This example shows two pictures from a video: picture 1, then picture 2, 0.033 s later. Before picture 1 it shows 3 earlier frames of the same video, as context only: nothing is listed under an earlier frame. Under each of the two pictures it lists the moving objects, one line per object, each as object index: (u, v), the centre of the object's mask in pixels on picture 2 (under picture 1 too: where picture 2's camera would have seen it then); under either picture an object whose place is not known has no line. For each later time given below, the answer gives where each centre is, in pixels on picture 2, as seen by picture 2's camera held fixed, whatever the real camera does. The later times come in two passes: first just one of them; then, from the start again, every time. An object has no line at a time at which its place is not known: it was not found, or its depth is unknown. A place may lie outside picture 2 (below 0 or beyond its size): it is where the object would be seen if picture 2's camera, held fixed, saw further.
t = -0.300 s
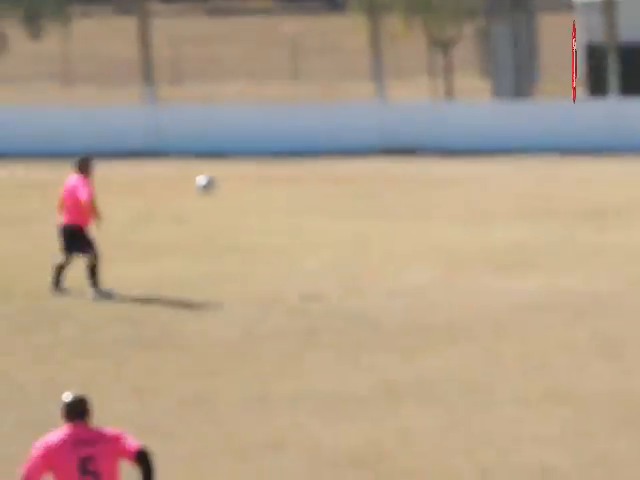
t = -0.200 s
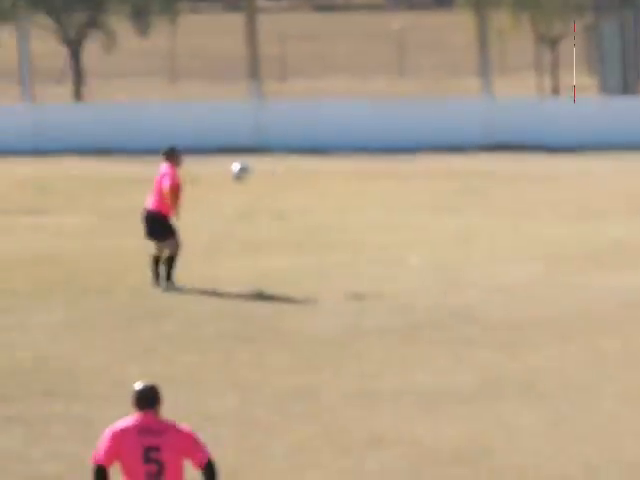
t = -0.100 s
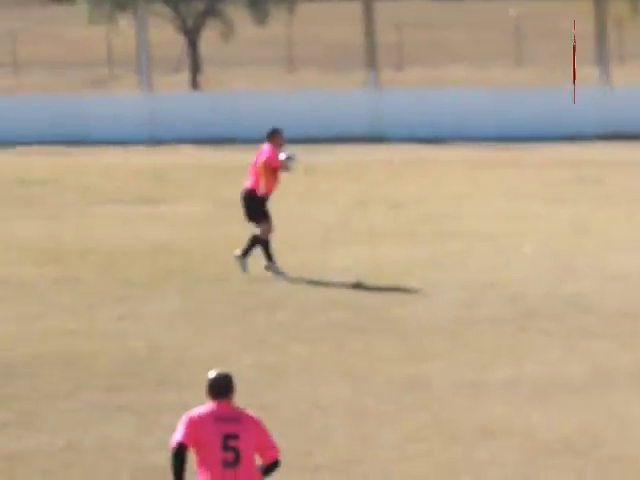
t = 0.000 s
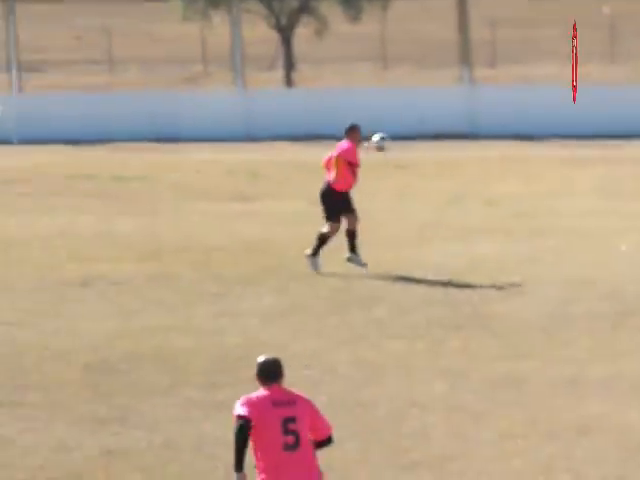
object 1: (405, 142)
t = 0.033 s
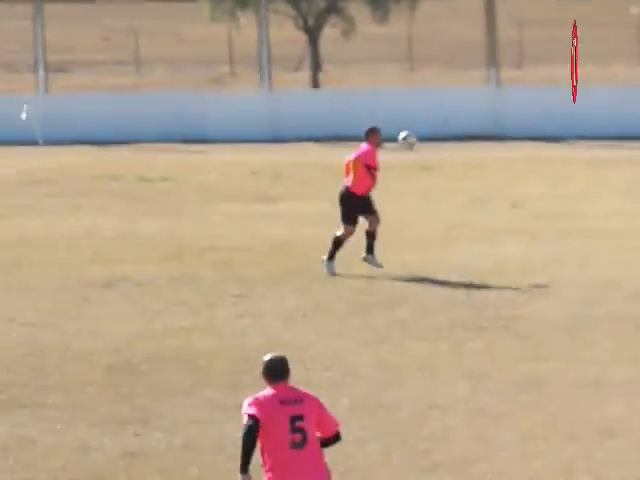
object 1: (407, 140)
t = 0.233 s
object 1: (415, 136)
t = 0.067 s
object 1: (408, 137)
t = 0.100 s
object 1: (411, 135)
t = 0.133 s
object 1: (411, 135)
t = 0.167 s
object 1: (413, 134)
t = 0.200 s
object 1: (414, 134)
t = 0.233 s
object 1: (415, 136)
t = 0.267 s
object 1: (417, 138)
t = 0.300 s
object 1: (418, 141)
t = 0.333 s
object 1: (420, 146)
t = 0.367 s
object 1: (422, 152)
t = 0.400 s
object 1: (422, 158)
